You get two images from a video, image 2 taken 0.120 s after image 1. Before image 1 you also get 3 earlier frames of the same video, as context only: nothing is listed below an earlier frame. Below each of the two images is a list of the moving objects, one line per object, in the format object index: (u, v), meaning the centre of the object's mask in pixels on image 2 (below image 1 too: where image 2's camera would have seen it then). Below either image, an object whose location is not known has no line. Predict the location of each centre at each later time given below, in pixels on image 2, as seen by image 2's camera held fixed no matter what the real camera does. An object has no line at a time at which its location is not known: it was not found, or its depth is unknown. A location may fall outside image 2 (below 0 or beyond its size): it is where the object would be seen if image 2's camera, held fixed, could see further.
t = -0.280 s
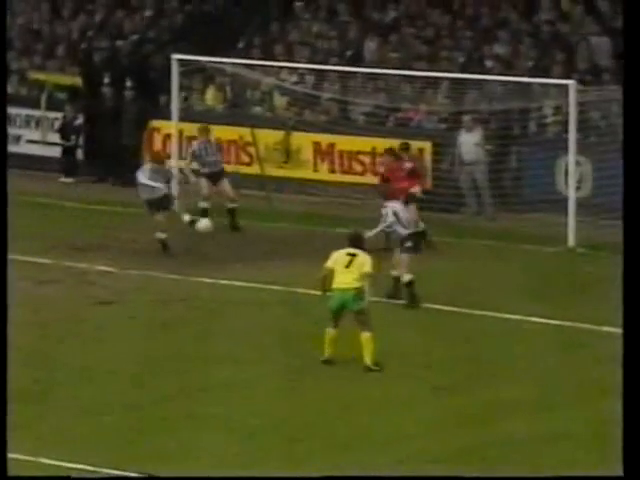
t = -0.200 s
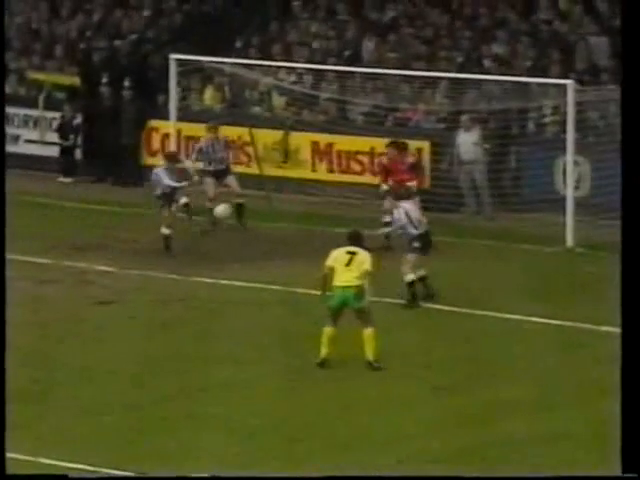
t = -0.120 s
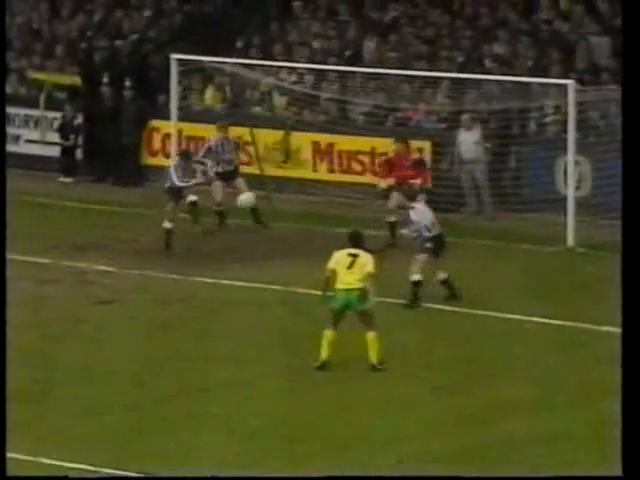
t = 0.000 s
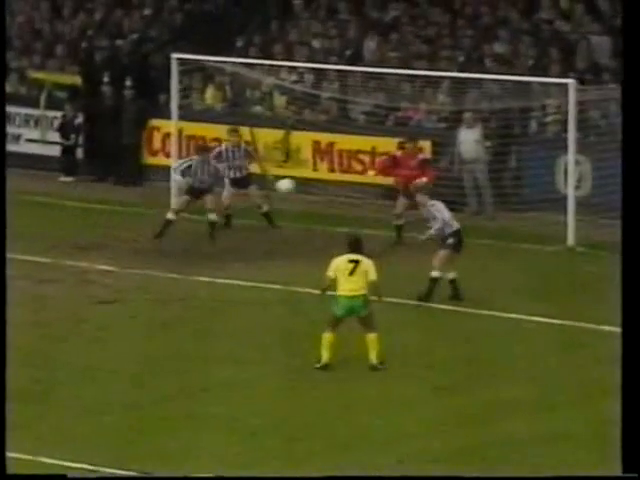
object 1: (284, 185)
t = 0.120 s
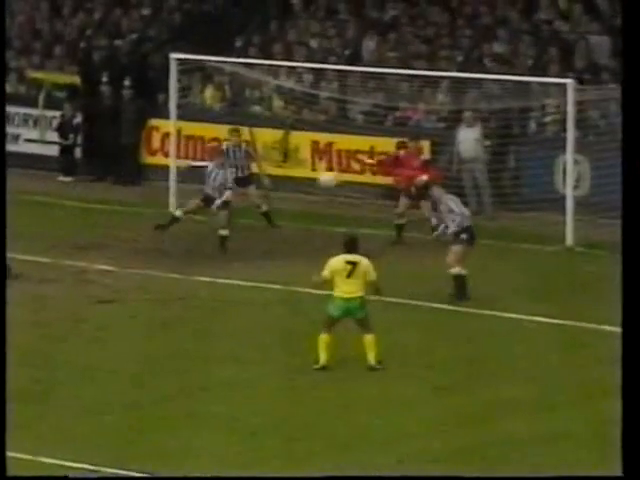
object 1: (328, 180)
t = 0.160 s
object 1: (344, 179)
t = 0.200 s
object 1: (360, 179)
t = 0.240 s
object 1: (376, 179)
